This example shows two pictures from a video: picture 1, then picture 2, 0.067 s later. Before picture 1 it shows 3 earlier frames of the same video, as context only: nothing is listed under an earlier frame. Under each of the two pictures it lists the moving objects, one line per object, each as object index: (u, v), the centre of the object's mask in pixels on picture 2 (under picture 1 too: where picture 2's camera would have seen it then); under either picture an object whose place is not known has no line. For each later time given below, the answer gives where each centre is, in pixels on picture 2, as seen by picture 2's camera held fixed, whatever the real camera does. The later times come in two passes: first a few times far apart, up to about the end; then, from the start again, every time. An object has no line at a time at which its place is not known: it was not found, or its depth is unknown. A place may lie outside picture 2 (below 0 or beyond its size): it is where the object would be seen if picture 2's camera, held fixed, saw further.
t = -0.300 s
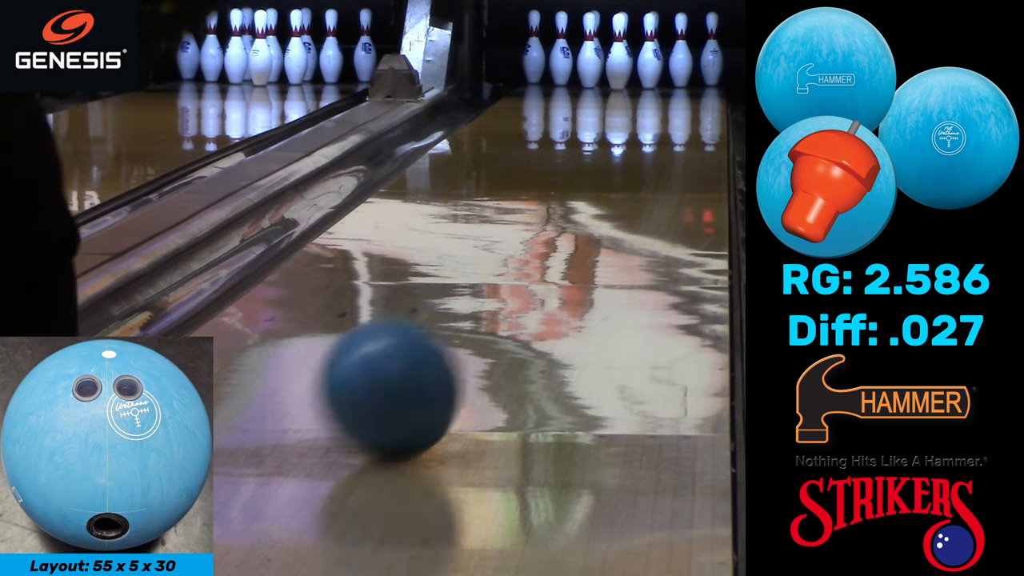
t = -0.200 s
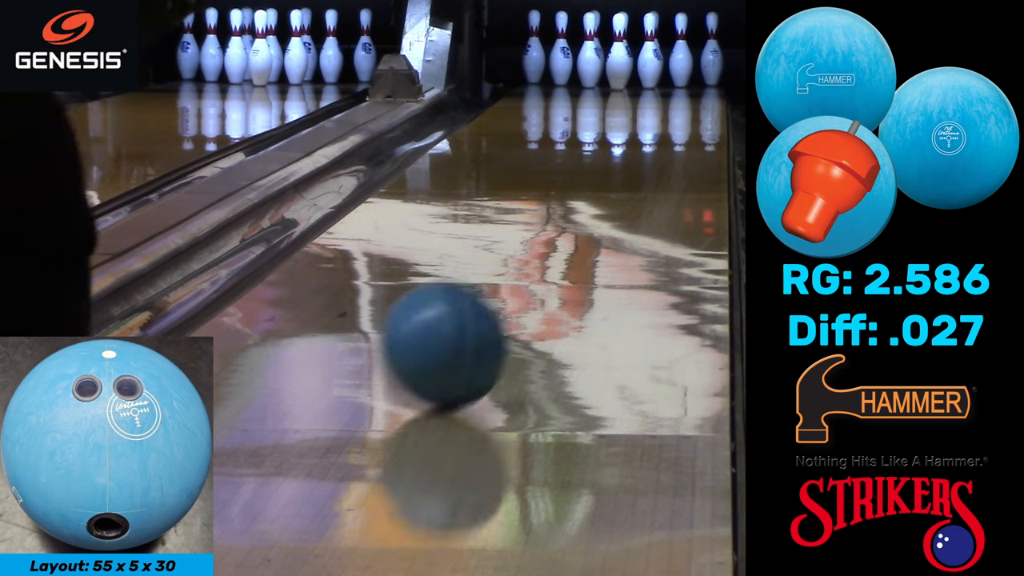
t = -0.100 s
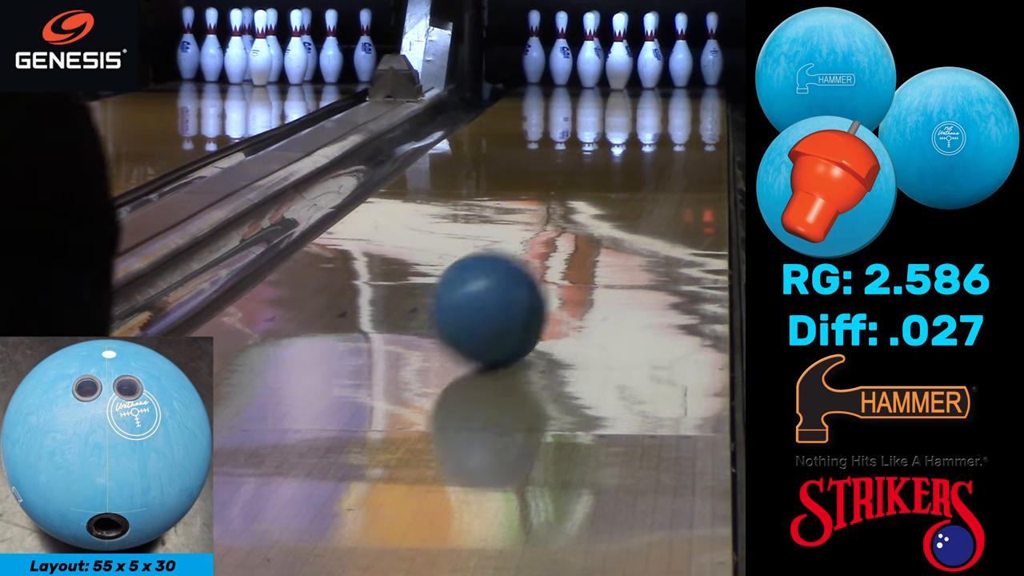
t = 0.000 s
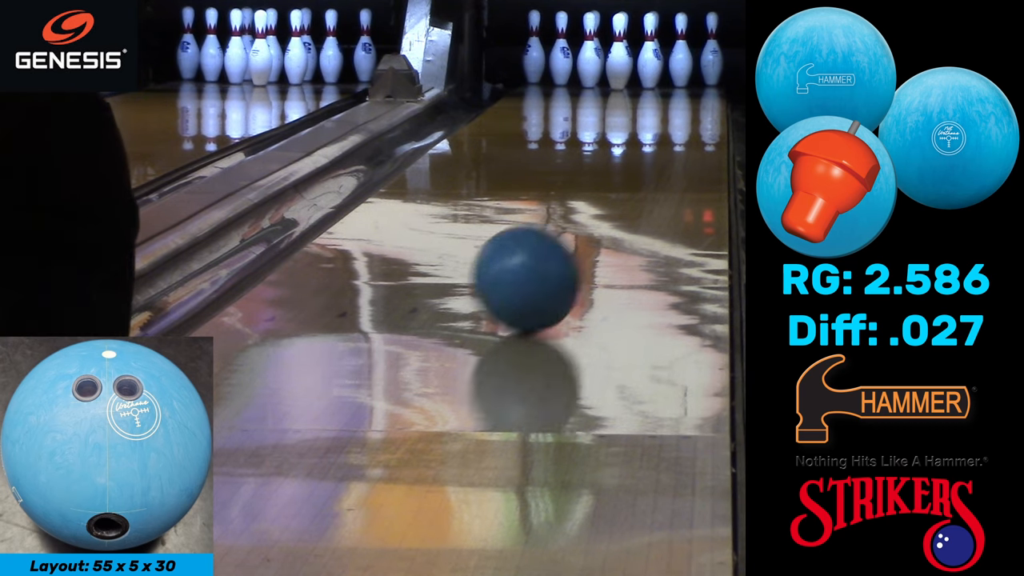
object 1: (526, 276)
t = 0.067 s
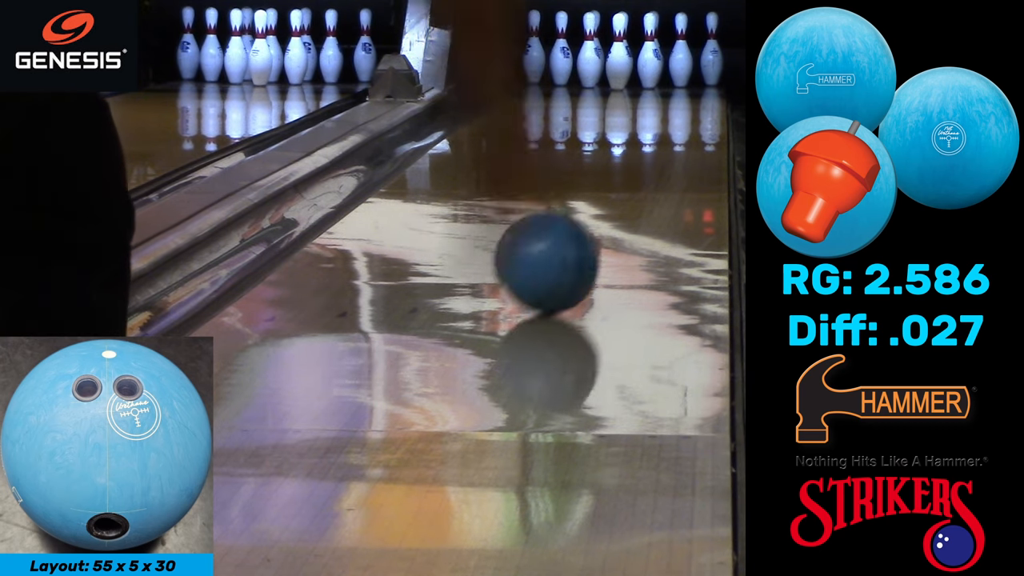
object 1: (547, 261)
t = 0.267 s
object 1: (600, 218)
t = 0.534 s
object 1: (648, 175)
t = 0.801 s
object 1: (679, 143)
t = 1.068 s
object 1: (695, 119)
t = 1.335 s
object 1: (699, 102)
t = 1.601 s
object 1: (686, 88)
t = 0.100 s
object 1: (557, 253)
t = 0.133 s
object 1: (567, 246)
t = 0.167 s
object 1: (576, 239)
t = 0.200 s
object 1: (584, 232)
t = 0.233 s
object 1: (593, 225)
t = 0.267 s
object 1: (600, 218)
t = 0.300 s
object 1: (608, 211)
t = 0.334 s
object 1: (614, 206)
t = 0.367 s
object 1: (621, 199)
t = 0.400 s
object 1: (626, 193)
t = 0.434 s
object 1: (632, 189)
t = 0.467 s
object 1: (638, 184)
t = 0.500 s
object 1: (643, 179)
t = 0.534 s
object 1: (648, 175)
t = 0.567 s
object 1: (653, 170)
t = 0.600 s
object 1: (657, 165)
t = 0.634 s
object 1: (661, 161)
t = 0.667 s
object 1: (665, 157)
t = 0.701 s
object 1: (669, 154)
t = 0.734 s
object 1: (672, 151)
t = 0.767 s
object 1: (676, 147)
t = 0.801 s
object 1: (679, 143)
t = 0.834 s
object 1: (682, 139)
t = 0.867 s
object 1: (685, 136)
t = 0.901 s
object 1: (687, 133)
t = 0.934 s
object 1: (689, 130)
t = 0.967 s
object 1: (691, 127)
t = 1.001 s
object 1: (693, 123)
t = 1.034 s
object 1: (695, 120)
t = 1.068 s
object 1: (695, 119)
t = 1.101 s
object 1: (696, 115)
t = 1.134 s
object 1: (697, 113)
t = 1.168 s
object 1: (698, 111)
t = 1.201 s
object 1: (699, 109)
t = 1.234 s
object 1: (699, 107)
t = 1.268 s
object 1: (699, 105)
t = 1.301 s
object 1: (699, 103)
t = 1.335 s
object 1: (699, 102)
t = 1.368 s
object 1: (699, 100)
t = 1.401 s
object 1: (698, 99)
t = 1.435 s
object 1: (697, 97)
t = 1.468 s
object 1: (695, 95)
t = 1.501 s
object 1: (693, 93)
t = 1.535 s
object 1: (691, 91)
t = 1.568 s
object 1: (689, 90)
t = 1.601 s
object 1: (686, 88)
